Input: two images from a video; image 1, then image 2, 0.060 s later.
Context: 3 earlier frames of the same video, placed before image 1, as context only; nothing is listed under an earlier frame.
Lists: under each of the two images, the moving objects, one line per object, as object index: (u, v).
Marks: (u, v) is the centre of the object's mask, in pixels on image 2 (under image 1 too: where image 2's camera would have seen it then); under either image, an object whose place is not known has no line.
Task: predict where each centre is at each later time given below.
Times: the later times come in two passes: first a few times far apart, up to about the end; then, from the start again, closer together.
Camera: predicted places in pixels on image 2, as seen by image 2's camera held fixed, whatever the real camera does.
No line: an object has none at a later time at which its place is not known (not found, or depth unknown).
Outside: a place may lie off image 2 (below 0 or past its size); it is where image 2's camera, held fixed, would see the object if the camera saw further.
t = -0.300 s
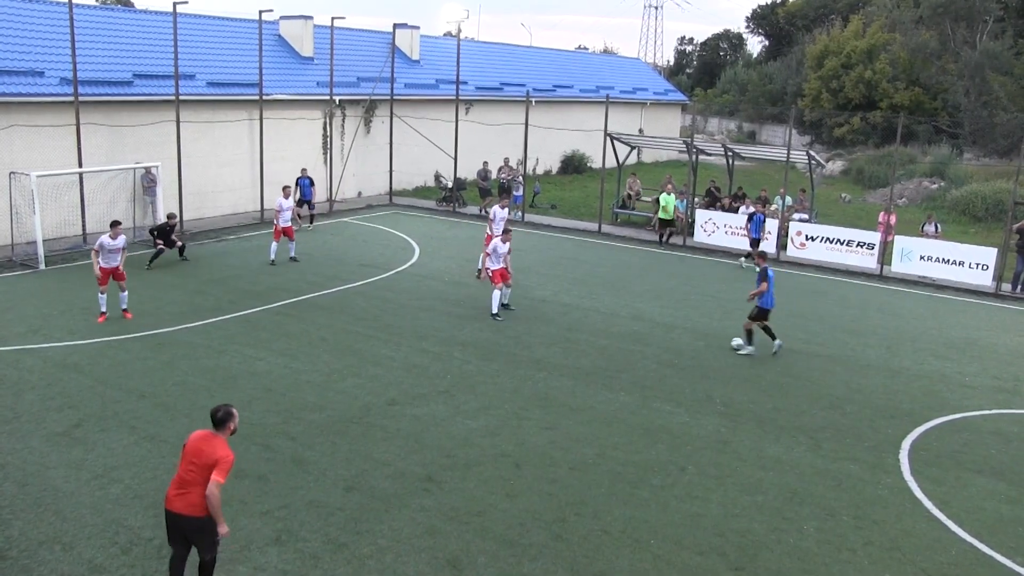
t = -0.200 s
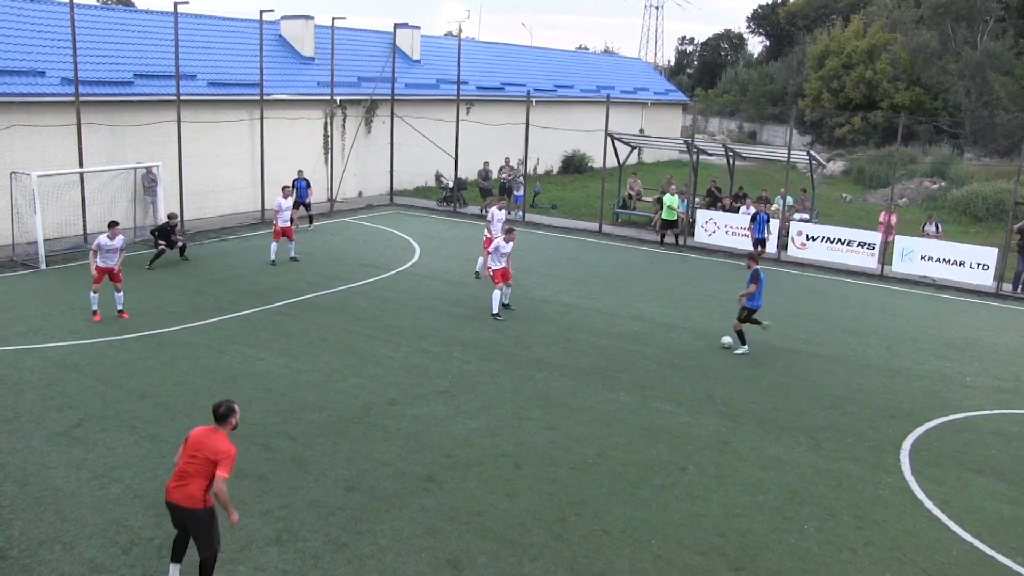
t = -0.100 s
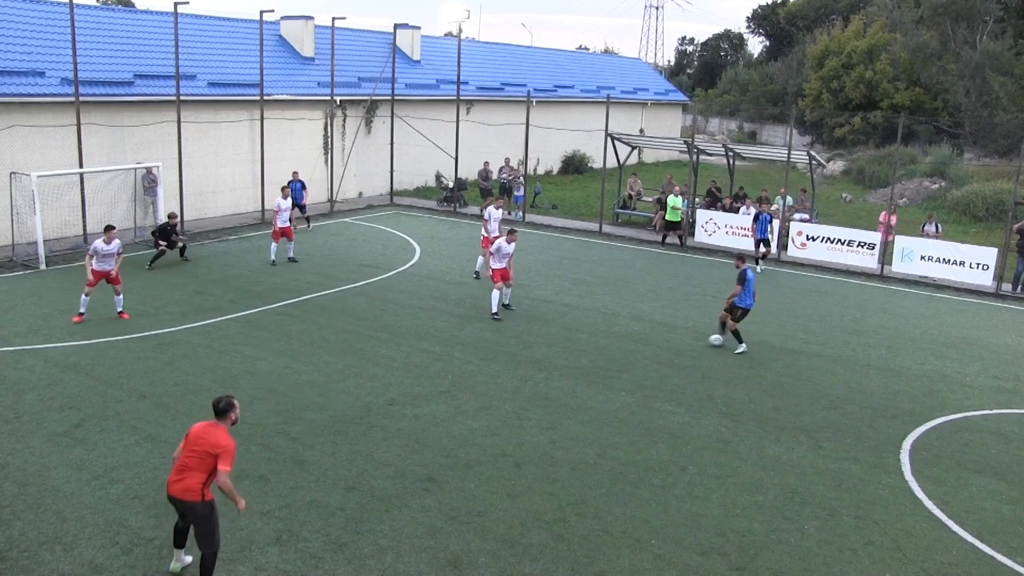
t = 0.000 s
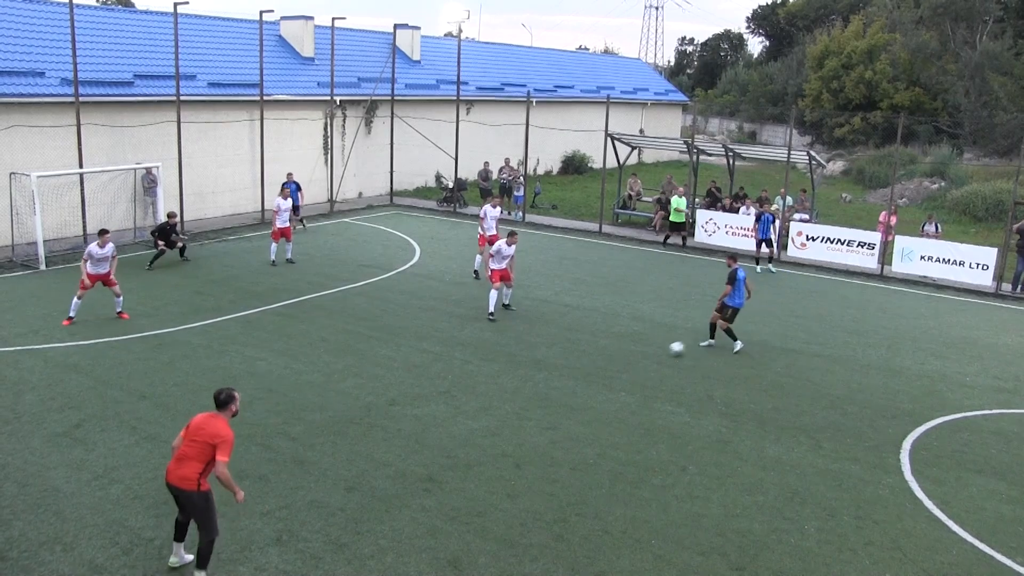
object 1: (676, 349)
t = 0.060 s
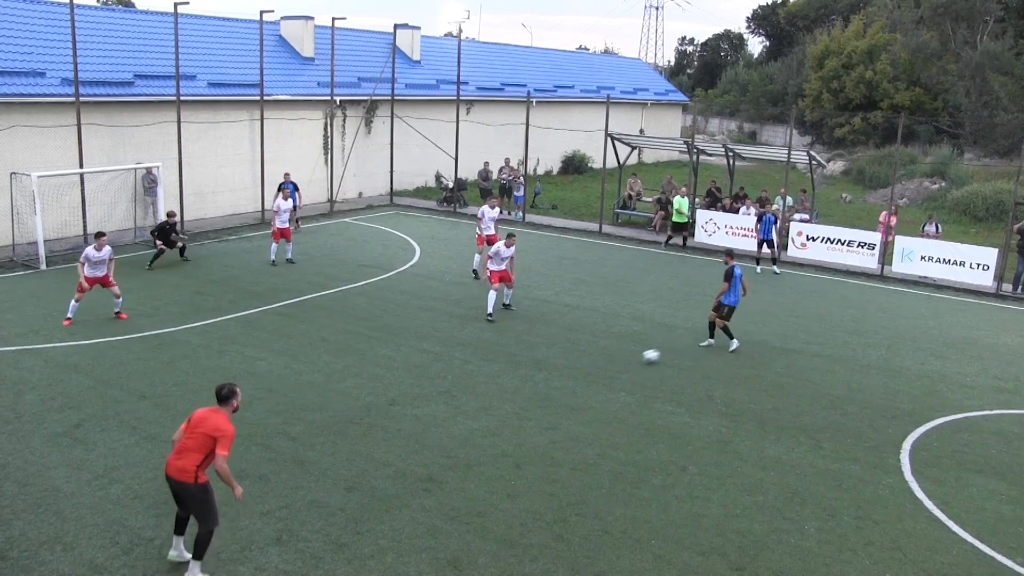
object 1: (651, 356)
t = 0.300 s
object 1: (545, 384)
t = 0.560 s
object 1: (428, 412)
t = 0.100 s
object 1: (632, 362)
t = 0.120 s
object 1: (625, 364)
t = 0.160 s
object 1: (608, 368)
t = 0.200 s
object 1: (590, 372)
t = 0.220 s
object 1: (581, 375)
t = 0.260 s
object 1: (563, 379)
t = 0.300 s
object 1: (545, 384)
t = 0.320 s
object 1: (536, 387)
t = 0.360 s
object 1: (518, 391)
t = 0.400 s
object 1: (500, 395)
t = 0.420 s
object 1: (491, 398)
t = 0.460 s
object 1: (473, 402)
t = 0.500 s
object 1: (455, 406)
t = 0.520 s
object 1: (446, 408)
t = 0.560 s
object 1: (428, 412)
